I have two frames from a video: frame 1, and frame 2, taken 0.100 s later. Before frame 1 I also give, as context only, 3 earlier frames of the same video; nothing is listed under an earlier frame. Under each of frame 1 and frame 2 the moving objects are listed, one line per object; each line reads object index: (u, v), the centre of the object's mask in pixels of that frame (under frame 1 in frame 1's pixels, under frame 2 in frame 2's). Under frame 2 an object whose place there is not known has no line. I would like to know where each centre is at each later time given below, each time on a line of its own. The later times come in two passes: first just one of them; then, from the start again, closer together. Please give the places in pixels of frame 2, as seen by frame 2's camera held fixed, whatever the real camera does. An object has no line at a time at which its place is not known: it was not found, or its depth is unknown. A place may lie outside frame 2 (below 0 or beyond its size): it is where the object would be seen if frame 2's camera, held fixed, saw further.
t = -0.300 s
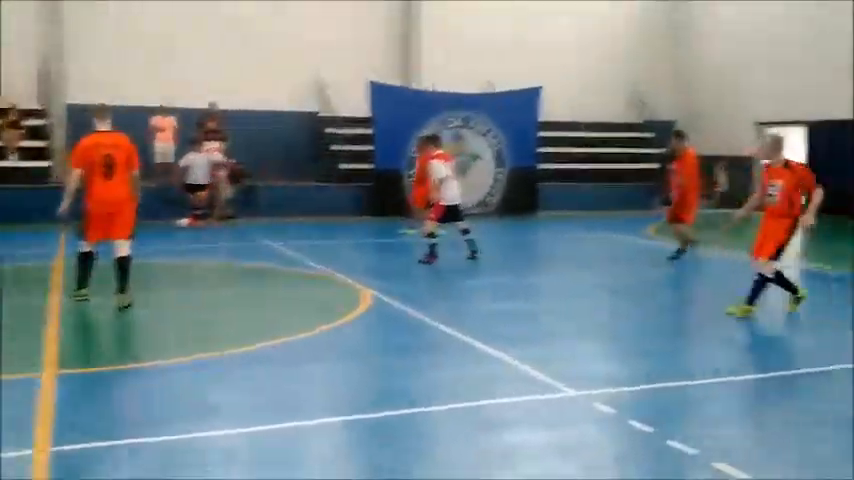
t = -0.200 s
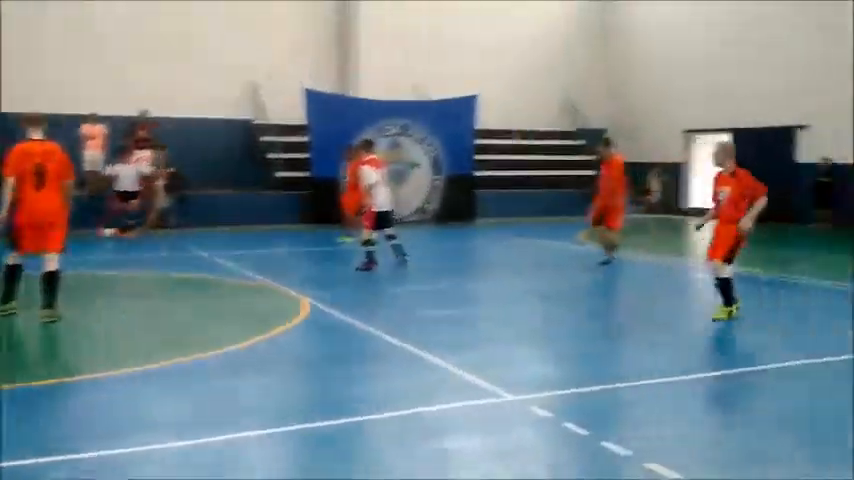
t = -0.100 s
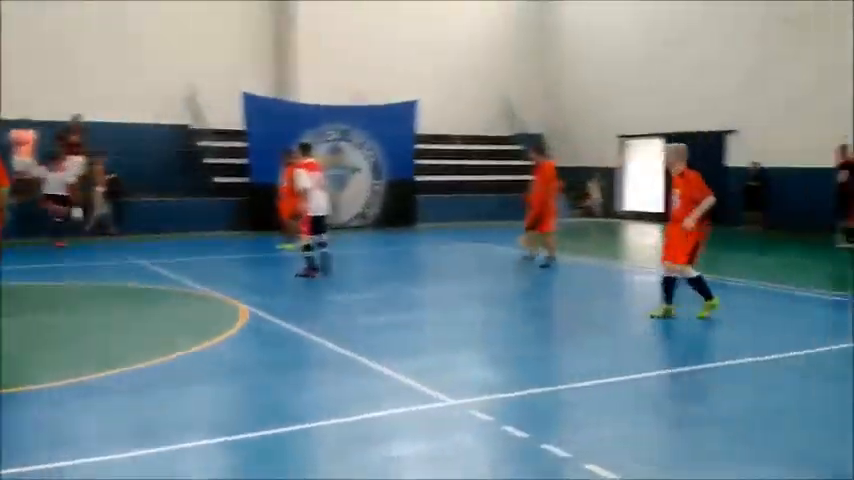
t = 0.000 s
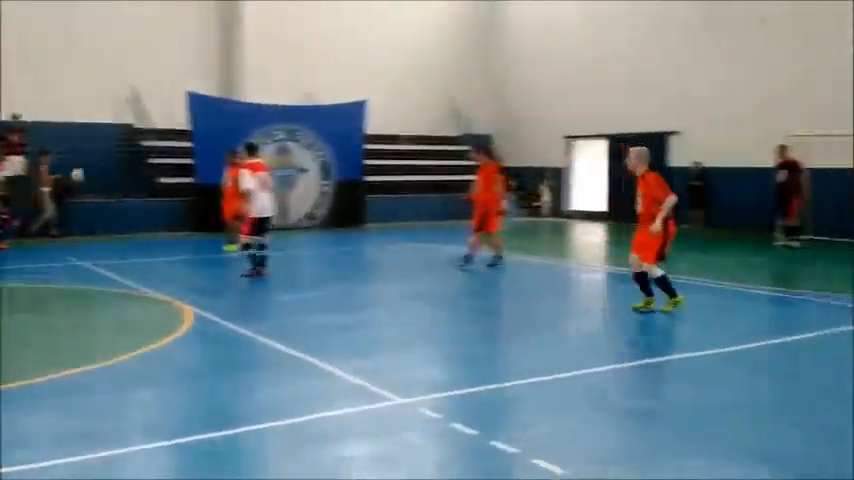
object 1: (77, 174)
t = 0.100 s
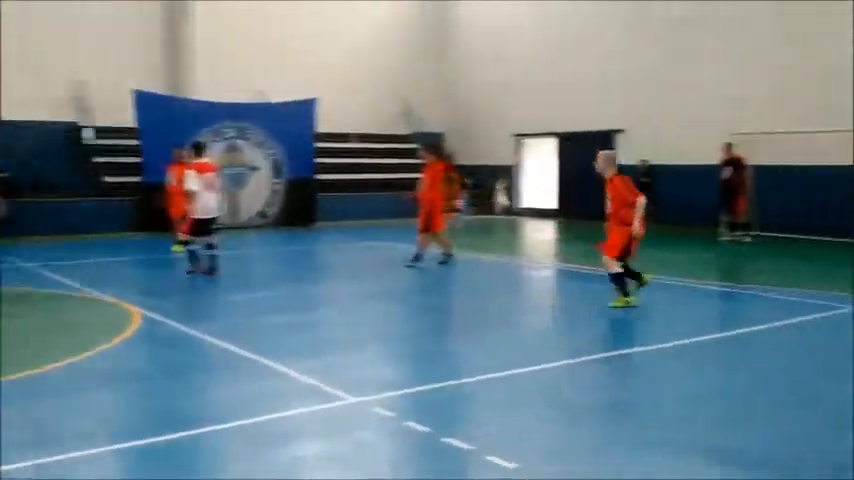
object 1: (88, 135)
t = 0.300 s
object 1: (238, 73)
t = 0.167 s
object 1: (135, 112)
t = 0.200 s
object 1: (160, 100)
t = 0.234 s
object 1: (184, 93)
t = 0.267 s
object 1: (210, 82)
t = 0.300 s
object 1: (238, 73)
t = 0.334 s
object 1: (264, 64)
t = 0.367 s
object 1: (293, 55)
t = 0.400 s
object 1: (319, 46)
